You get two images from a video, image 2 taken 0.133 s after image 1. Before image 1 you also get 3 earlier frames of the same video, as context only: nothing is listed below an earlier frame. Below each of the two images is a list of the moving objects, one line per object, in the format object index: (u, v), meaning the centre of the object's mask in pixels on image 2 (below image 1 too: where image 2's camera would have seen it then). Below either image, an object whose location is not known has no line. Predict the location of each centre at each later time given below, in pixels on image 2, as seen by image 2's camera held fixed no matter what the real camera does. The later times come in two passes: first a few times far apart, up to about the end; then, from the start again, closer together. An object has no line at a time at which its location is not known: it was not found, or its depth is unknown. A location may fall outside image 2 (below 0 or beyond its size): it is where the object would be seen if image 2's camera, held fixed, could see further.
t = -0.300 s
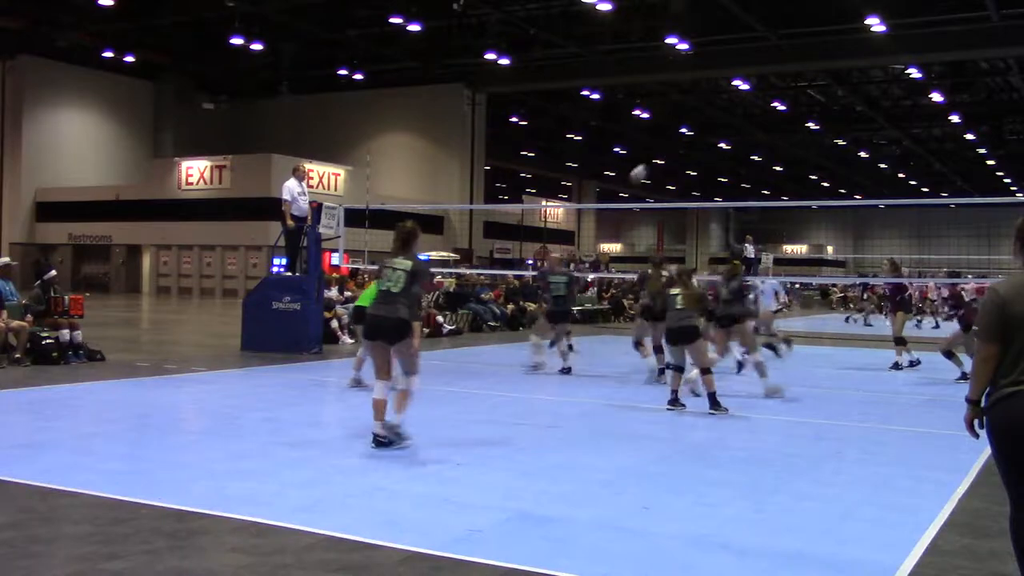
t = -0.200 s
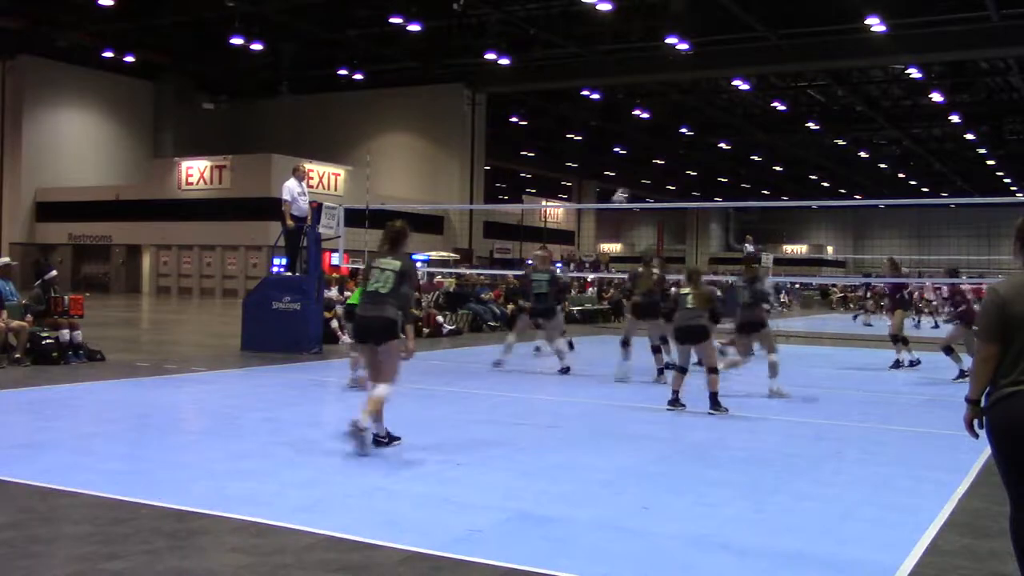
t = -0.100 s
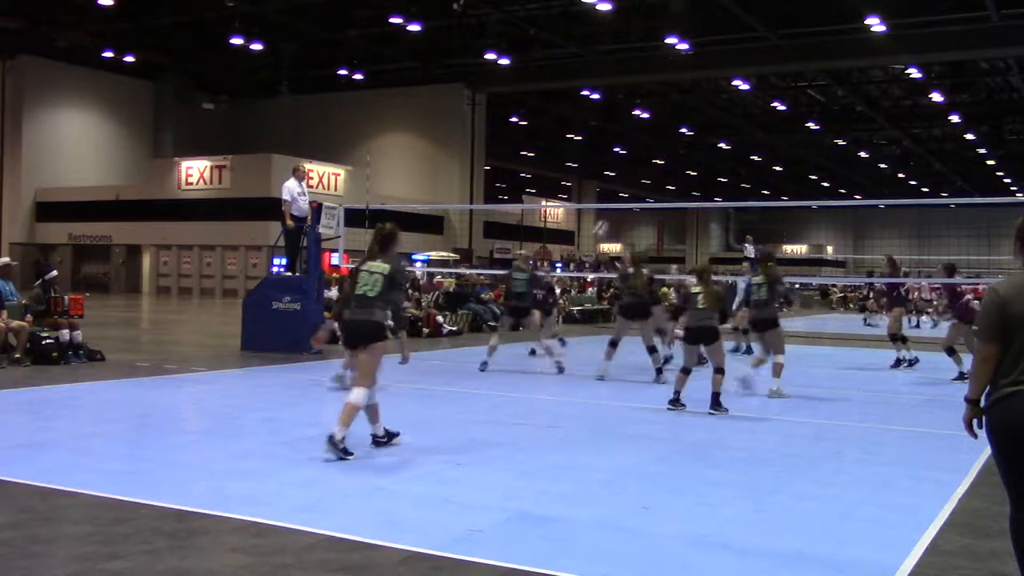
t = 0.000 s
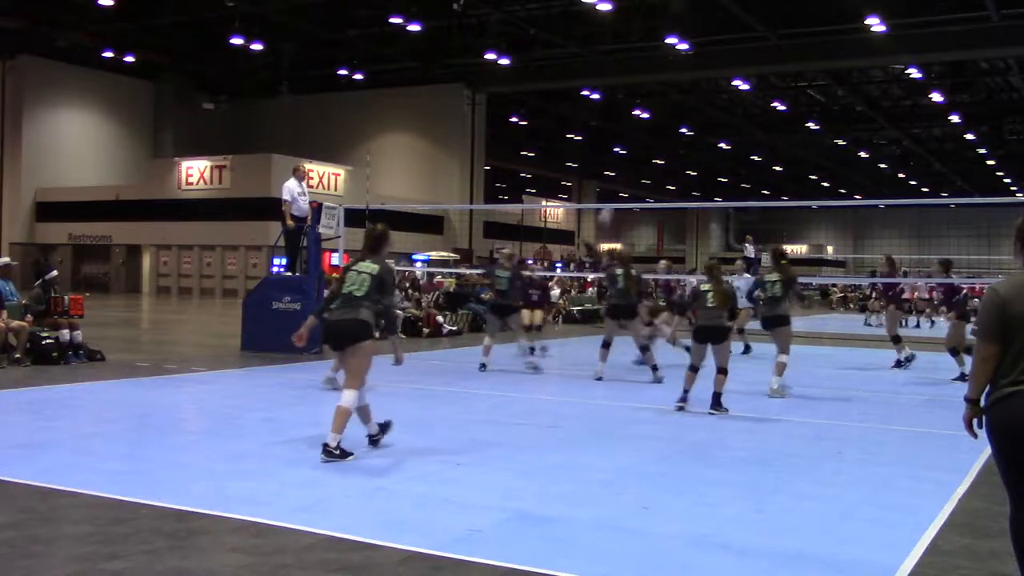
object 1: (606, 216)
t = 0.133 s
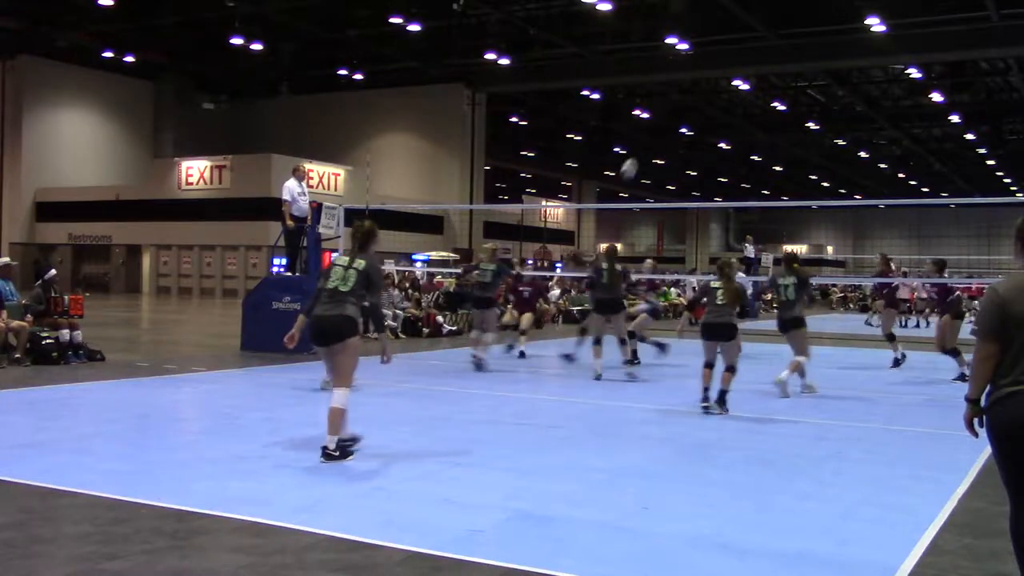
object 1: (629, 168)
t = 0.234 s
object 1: (646, 142)
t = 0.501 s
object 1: (695, 103)
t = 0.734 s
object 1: (737, 110)
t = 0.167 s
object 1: (634, 159)
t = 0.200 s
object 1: (641, 149)
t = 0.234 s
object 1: (646, 142)
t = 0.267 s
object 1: (653, 134)
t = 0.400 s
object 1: (677, 111)
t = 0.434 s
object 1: (683, 108)
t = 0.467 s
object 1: (689, 105)
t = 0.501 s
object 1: (695, 103)
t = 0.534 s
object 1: (701, 101)
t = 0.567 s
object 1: (707, 101)
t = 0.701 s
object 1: (731, 107)
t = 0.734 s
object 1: (737, 110)
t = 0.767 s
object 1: (743, 115)
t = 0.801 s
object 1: (749, 121)
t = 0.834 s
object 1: (755, 126)
